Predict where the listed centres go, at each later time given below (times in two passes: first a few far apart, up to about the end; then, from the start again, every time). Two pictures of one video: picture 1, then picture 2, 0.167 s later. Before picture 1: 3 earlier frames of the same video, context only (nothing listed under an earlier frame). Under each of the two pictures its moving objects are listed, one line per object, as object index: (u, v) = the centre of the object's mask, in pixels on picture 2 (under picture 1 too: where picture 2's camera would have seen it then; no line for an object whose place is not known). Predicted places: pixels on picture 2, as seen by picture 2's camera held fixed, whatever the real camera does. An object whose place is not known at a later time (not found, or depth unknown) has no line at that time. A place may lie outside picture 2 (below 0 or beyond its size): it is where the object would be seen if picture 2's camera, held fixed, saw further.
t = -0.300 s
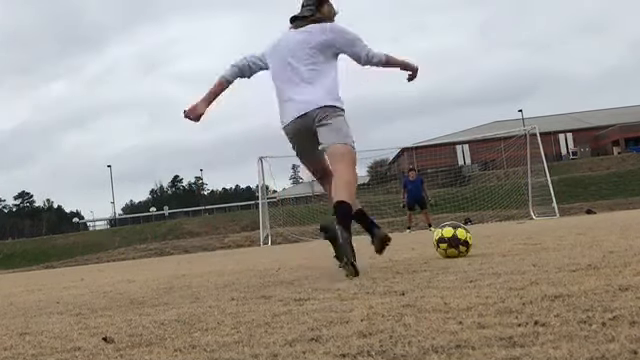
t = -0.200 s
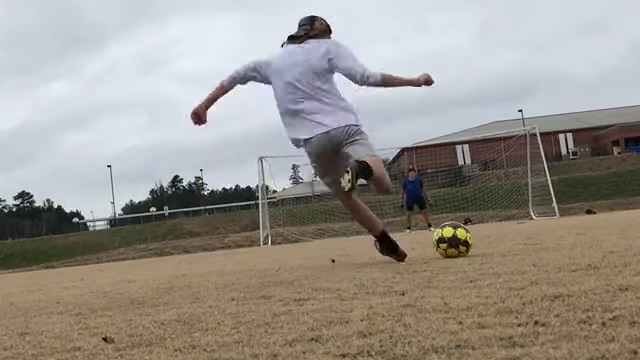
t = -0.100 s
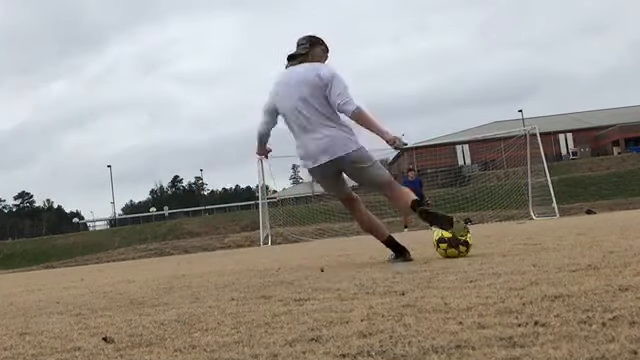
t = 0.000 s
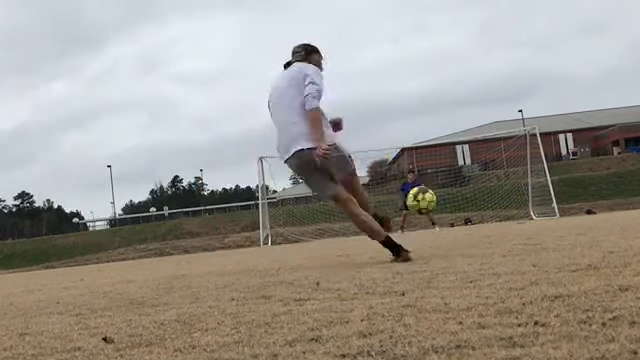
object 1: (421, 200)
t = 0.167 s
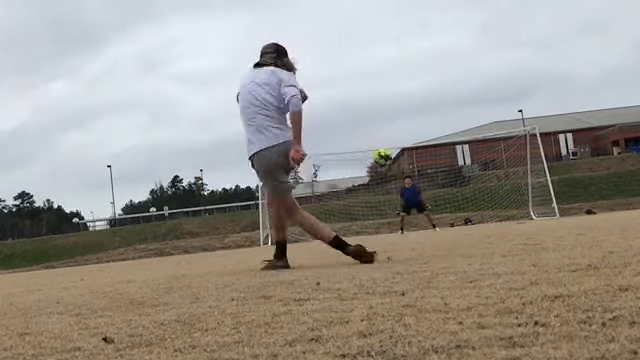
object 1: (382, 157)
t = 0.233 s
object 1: (373, 149)
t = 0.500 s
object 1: (352, 143)
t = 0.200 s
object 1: (377, 153)
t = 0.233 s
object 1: (373, 149)
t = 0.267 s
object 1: (369, 147)
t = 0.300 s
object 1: (366, 145)
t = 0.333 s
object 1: (363, 144)
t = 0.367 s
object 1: (360, 142)
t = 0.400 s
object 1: (358, 141)
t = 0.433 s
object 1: (356, 142)
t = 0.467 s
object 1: (354, 142)
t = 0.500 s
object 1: (352, 143)
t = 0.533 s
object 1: (351, 143)
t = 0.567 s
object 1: (349, 145)
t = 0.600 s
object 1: (348, 146)
